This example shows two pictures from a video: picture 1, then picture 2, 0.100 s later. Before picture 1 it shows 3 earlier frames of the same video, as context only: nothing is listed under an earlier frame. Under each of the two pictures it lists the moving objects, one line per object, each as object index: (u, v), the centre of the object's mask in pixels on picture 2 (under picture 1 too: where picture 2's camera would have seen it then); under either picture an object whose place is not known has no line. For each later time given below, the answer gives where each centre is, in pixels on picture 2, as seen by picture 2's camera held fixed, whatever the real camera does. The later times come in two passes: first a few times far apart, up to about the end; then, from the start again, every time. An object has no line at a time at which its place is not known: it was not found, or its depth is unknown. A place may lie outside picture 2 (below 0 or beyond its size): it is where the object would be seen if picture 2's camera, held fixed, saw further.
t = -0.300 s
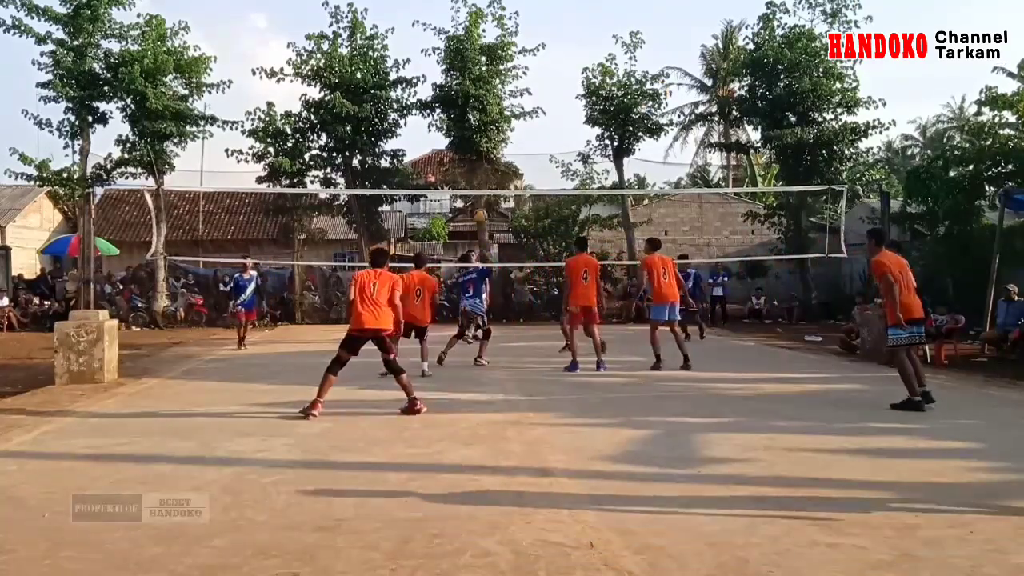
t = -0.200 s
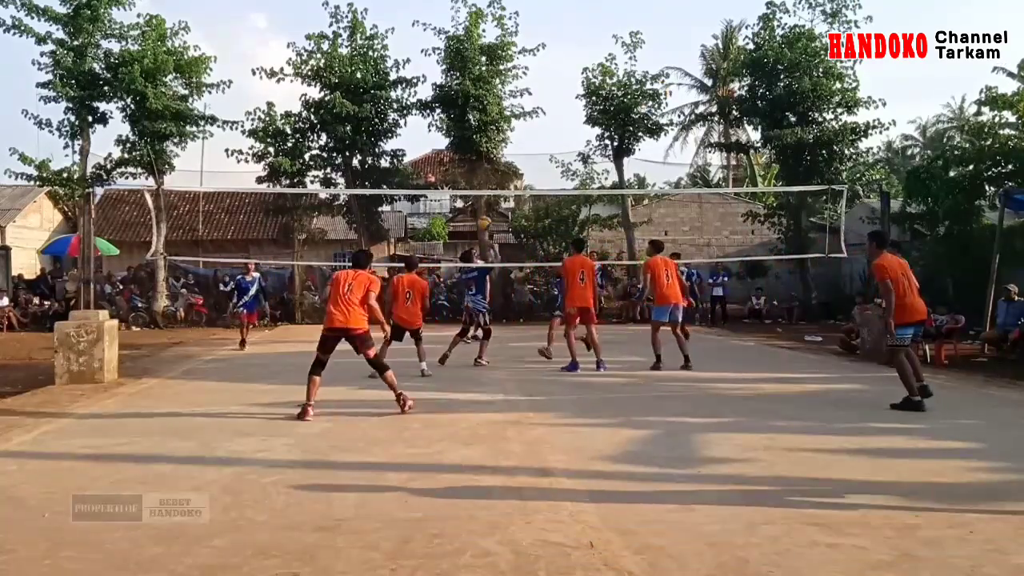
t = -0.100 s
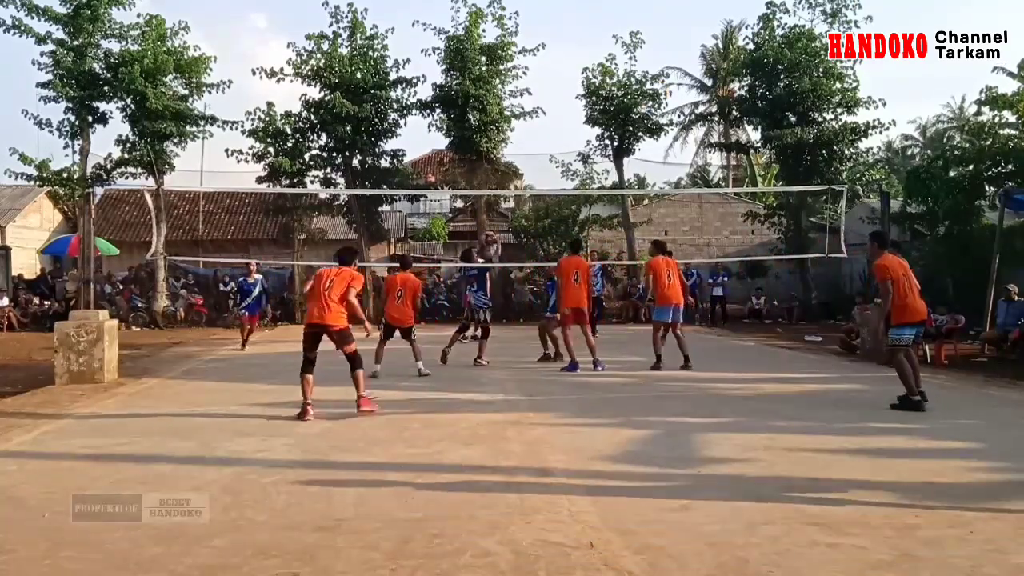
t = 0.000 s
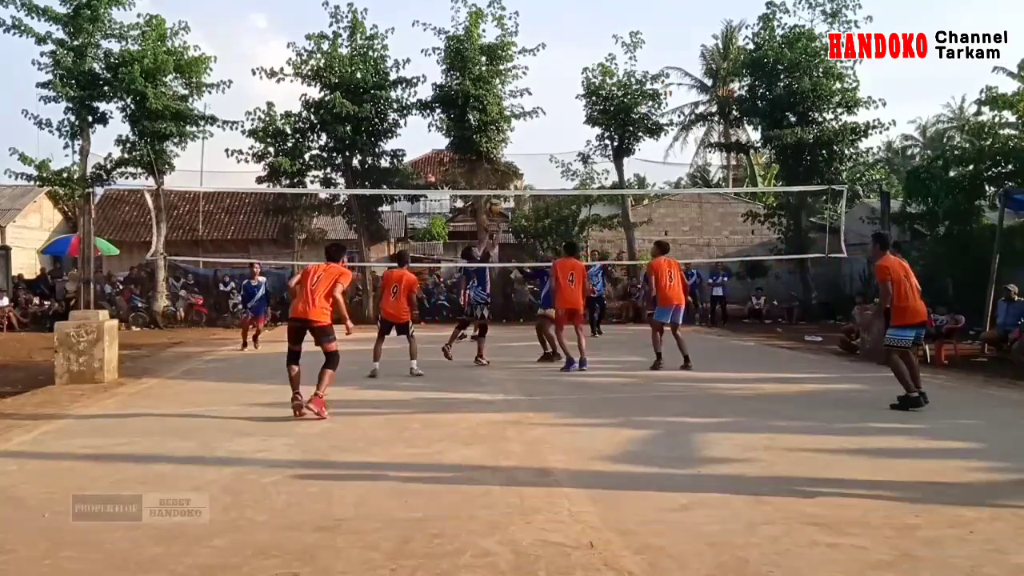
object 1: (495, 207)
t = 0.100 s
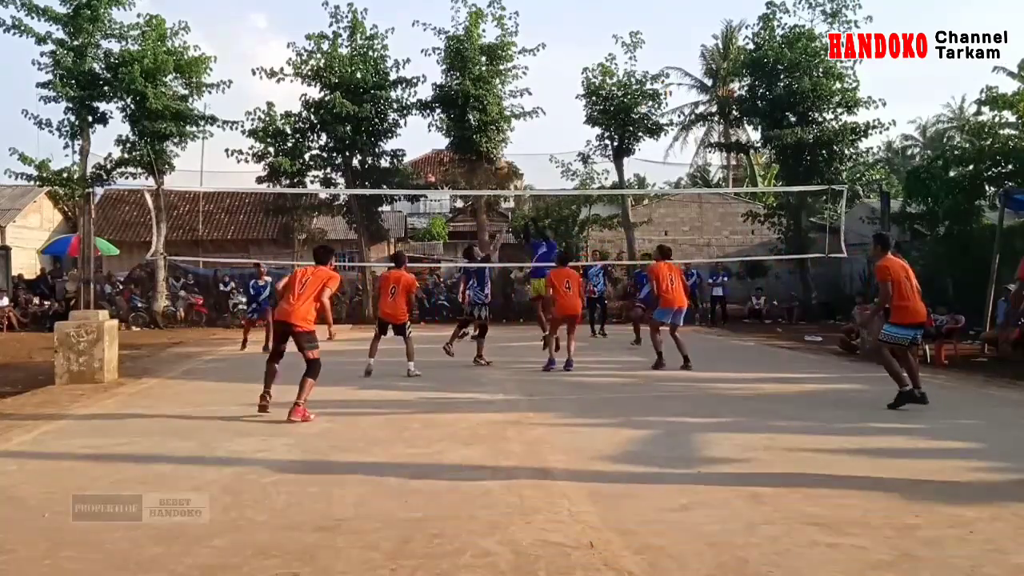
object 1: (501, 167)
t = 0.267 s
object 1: (511, 122)
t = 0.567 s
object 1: (531, 88)
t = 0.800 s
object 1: (546, 107)
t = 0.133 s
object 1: (504, 157)
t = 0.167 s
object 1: (504, 146)
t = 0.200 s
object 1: (506, 137)
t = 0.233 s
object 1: (508, 130)
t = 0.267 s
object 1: (511, 122)
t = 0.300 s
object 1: (513, 115)
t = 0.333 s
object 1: (515, 110)
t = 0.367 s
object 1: (517, 103)
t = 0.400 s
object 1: (519, 98)
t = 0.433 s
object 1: (522, 94)
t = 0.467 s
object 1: (524, 92)
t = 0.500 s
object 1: (526, 90)
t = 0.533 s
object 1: (528, 89)
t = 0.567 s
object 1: (531, 88)
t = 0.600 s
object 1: (533, 88)
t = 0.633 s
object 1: (535, 89)
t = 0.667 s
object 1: (537, 91)
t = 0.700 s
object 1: (539, 94)
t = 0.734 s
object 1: (542, 98)
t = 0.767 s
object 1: (544, 102)
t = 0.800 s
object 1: (546, 107)
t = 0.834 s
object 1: (549, 112)
